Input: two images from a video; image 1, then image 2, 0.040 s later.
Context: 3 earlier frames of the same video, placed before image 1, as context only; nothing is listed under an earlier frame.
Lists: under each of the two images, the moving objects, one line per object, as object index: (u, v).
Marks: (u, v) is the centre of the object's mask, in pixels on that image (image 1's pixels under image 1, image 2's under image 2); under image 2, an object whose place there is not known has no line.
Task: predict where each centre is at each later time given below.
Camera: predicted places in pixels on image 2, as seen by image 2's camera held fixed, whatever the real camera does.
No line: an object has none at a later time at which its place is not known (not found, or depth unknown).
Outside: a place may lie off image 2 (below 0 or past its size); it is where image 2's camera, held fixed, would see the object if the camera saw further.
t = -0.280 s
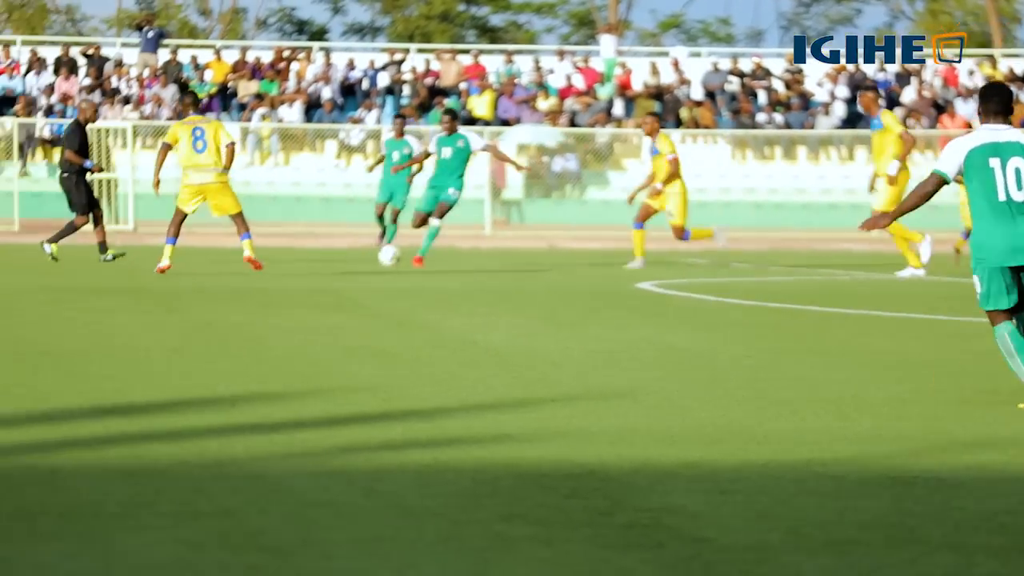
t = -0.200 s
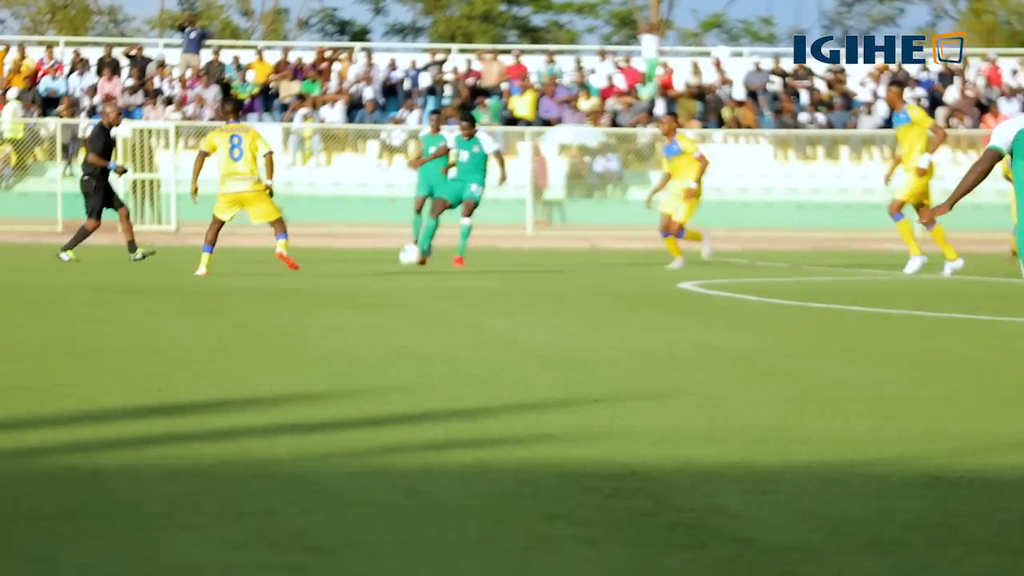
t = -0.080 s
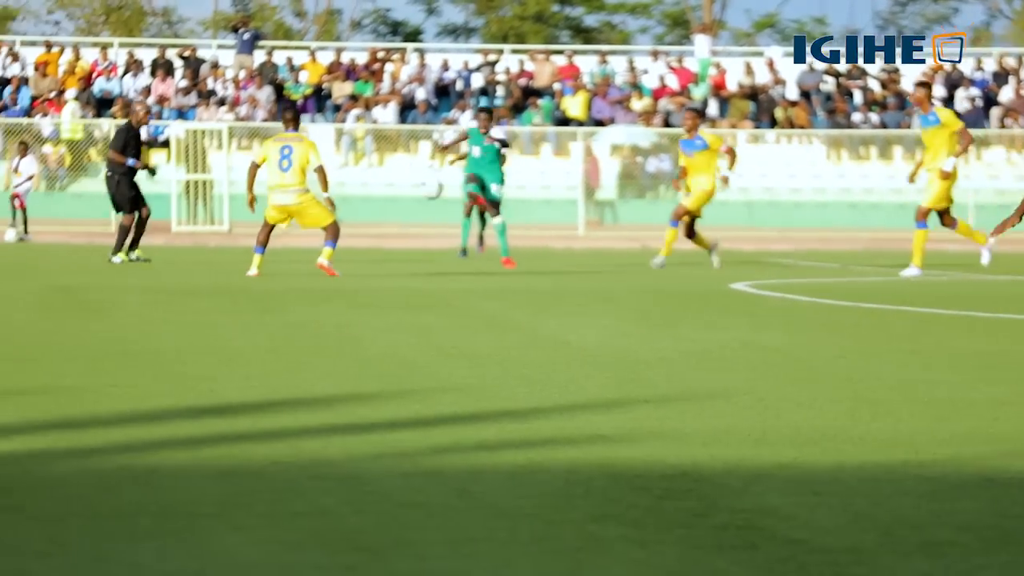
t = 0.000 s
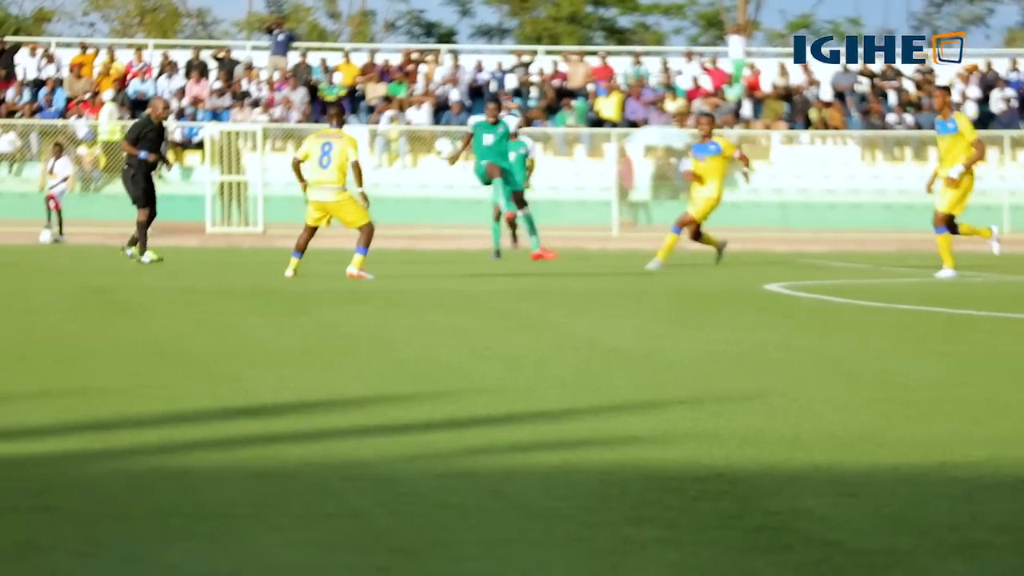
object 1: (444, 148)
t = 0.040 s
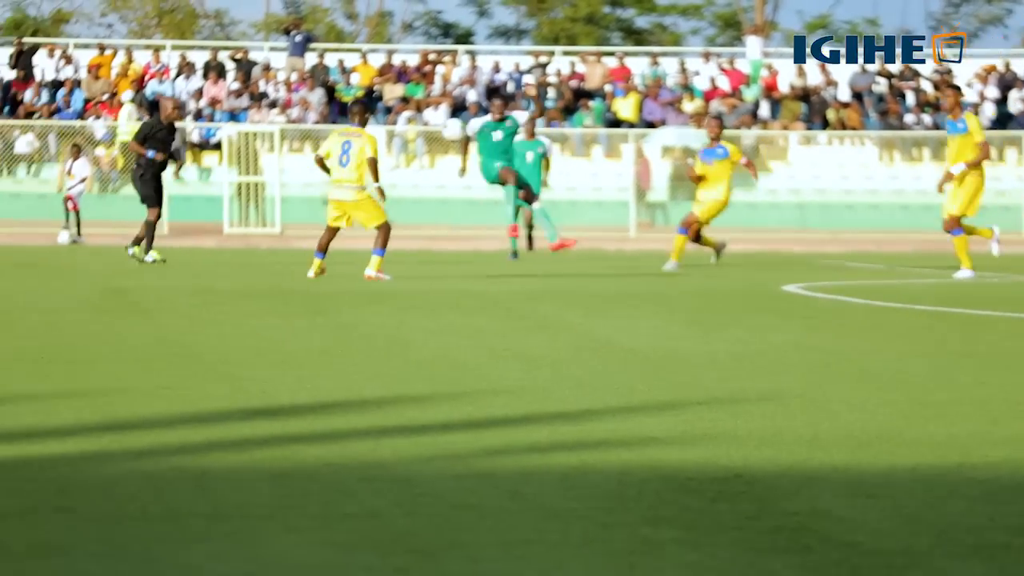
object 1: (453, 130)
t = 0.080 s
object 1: (447, 111)
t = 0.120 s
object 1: (438, 95)
